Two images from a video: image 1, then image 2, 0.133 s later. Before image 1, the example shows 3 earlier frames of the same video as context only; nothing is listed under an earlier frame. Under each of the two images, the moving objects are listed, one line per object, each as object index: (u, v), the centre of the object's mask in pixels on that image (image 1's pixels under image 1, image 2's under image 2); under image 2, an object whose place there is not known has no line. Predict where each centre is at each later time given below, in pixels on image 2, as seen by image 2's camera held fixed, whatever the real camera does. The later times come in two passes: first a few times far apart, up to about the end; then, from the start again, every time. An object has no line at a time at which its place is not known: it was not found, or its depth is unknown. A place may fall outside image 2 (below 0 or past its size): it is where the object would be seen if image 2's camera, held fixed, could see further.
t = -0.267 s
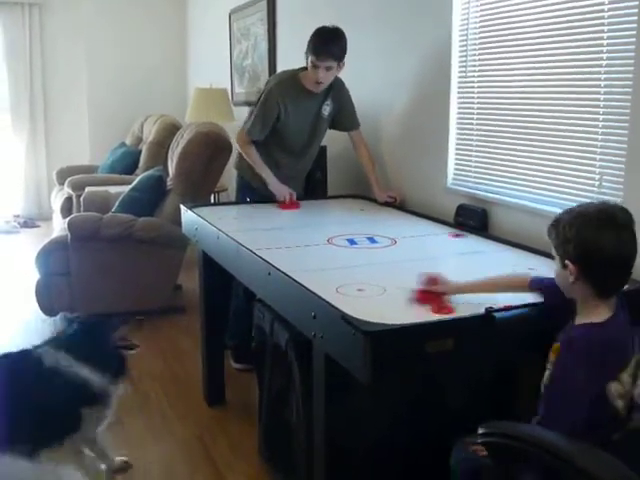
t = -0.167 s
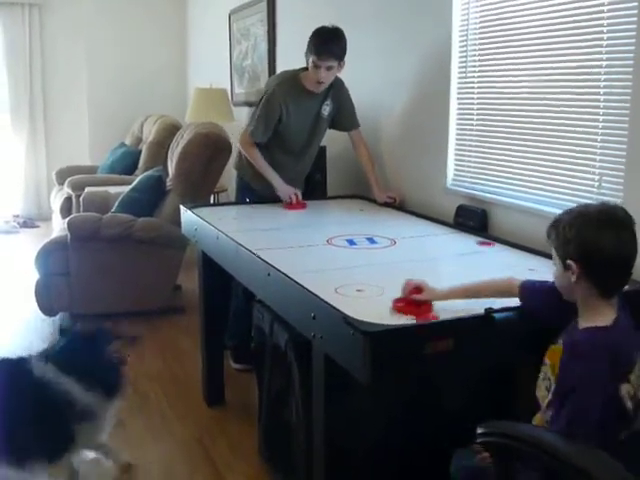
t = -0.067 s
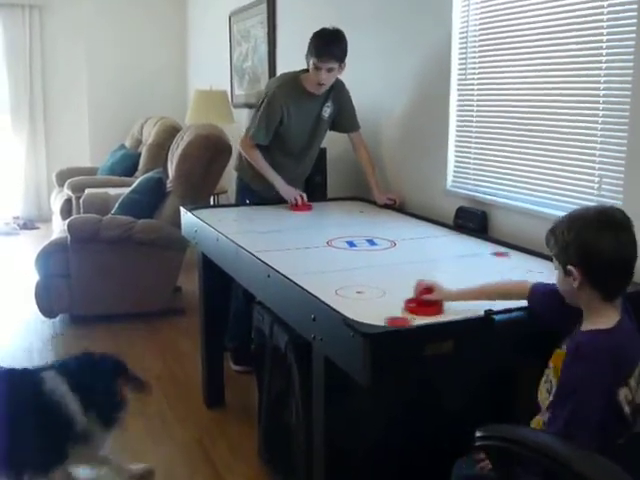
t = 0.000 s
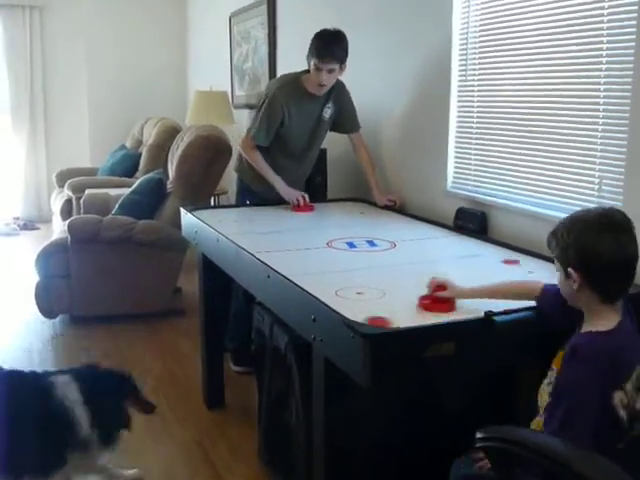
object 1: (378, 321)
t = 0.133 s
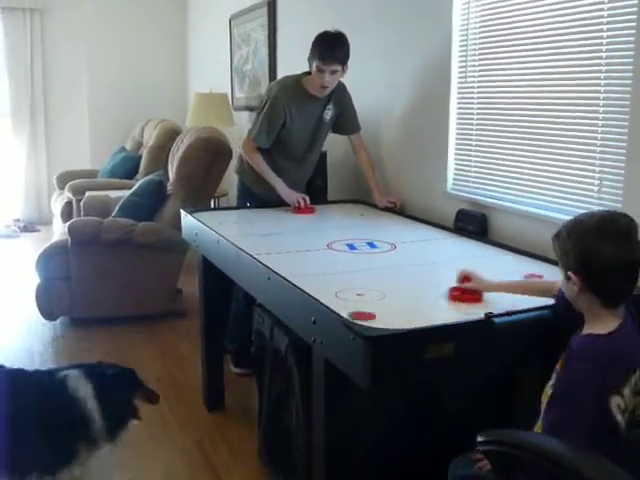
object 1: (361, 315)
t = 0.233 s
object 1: (366, 308)
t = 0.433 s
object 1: (374, 294)
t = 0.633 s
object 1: (379, 282)
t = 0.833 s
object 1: (383, 271)
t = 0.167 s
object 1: (363, 313)
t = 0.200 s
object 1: (365, 311)
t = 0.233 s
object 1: (366, 308)
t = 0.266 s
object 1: (367, 306)
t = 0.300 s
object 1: (369, 304)
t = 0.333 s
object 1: (370, 301)
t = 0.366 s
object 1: (371, 299)
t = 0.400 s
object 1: (372, 296)
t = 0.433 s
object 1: (374, 294)
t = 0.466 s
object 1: (374, 292)
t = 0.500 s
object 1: (376, 290)
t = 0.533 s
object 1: (376, 288)
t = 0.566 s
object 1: (377, 286)
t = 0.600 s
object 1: (378, 284)
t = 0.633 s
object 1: (379, 282)
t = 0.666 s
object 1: (380, 280)
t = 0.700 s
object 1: (381, 278)
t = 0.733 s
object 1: (381, 276)
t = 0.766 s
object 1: (382, 274)
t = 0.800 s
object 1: (383, 272)
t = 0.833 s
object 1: (383, 271)
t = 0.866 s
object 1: (384, 269)
